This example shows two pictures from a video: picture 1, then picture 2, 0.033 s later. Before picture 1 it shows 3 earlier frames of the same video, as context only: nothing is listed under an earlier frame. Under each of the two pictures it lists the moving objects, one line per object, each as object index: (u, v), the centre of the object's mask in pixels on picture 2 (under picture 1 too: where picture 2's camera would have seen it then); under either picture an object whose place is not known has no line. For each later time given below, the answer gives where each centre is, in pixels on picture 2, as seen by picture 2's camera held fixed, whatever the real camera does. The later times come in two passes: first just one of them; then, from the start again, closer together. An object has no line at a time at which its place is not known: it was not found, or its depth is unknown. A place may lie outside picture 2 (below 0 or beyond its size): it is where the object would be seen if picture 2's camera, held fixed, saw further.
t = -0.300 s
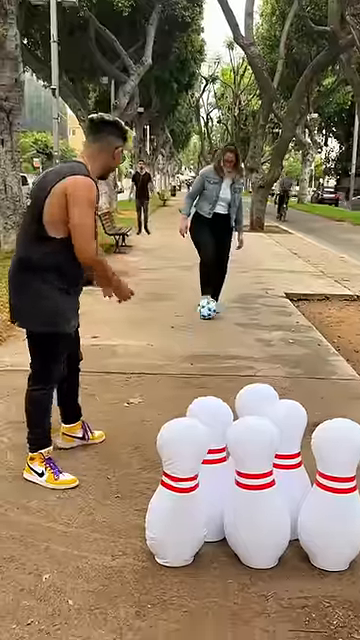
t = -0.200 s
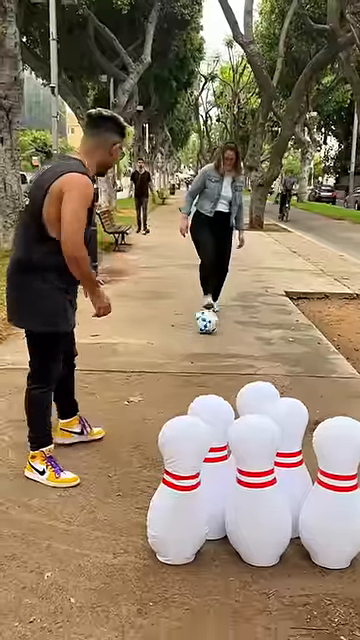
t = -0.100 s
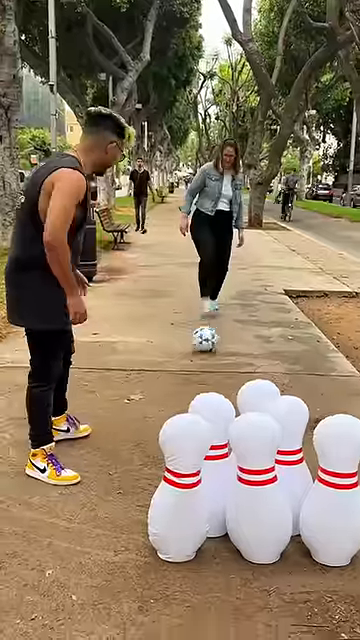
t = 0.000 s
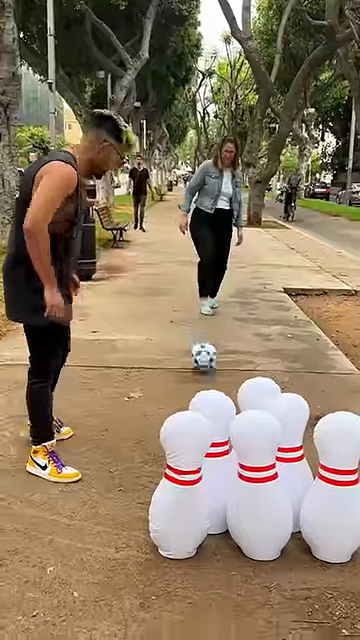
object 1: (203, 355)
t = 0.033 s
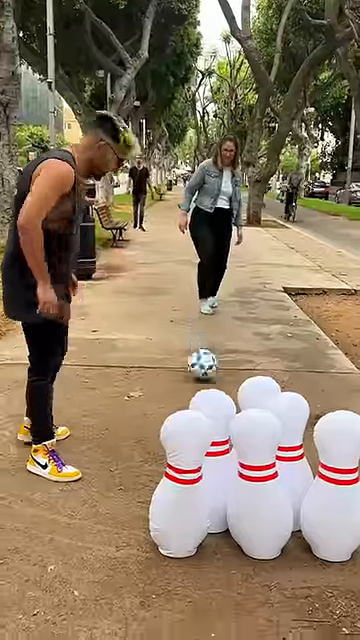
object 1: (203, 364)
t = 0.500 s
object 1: (183, 519)
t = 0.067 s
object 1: (201, 374)
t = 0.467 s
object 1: (192, 511)
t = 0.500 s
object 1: (183, 519)
